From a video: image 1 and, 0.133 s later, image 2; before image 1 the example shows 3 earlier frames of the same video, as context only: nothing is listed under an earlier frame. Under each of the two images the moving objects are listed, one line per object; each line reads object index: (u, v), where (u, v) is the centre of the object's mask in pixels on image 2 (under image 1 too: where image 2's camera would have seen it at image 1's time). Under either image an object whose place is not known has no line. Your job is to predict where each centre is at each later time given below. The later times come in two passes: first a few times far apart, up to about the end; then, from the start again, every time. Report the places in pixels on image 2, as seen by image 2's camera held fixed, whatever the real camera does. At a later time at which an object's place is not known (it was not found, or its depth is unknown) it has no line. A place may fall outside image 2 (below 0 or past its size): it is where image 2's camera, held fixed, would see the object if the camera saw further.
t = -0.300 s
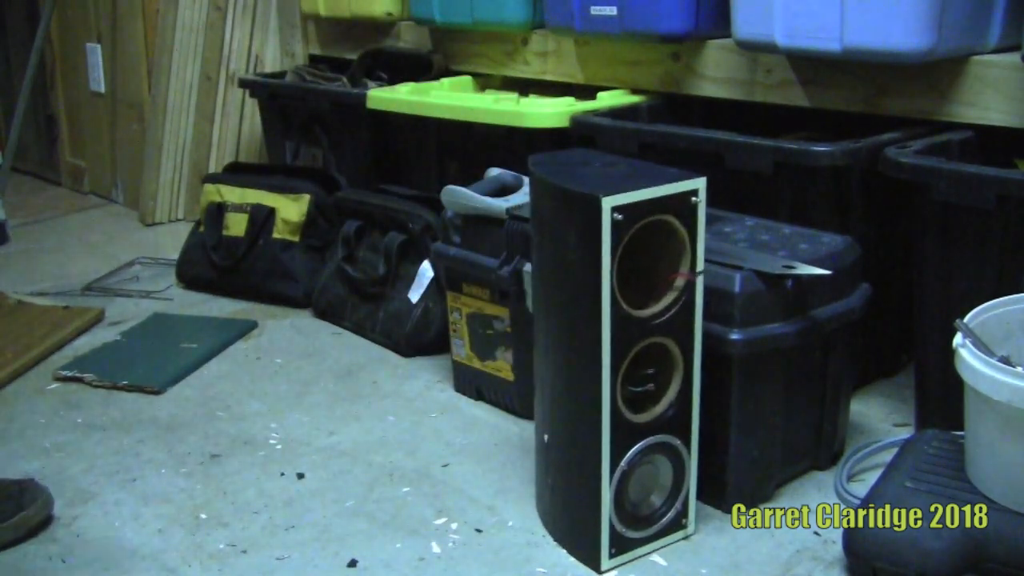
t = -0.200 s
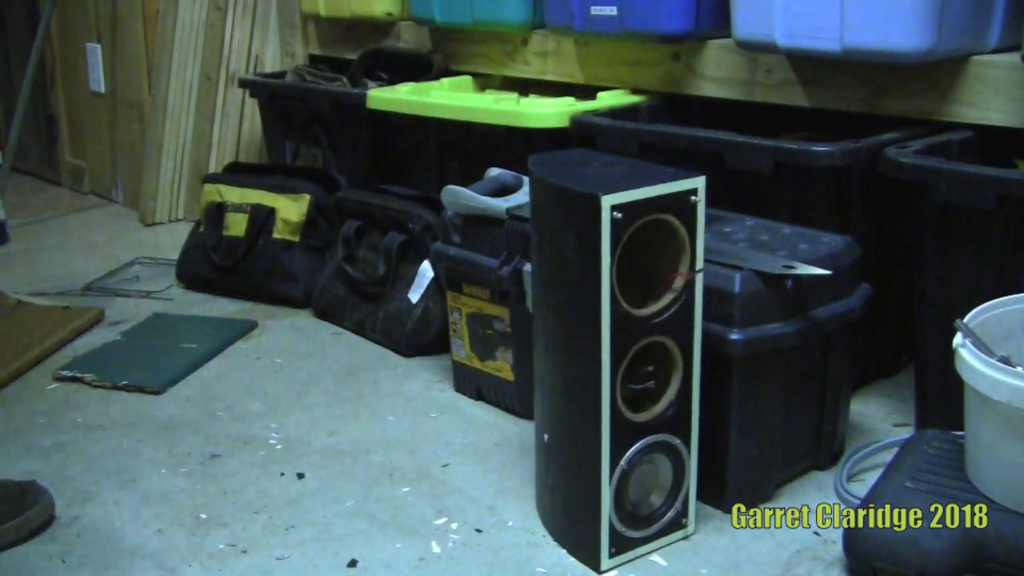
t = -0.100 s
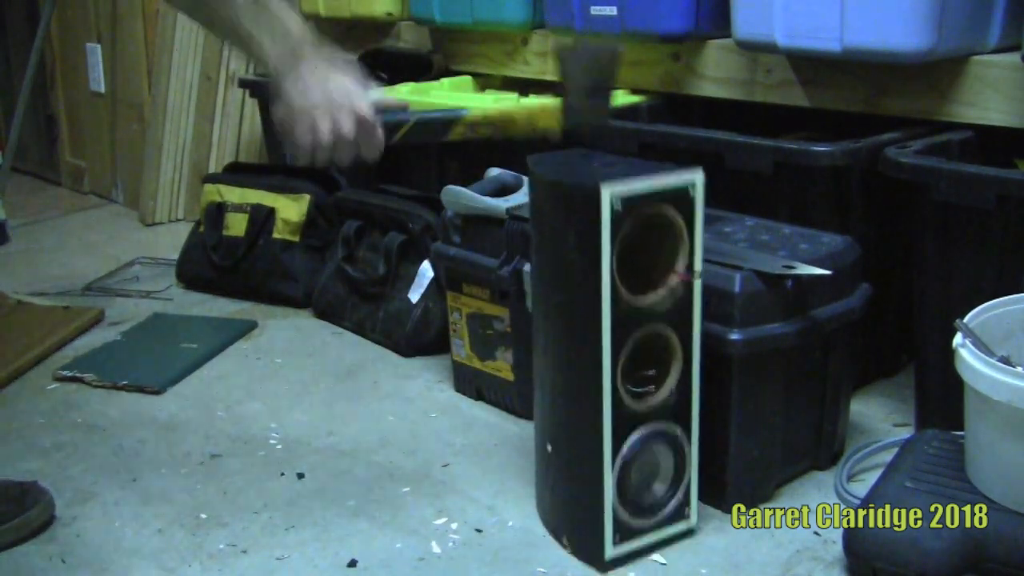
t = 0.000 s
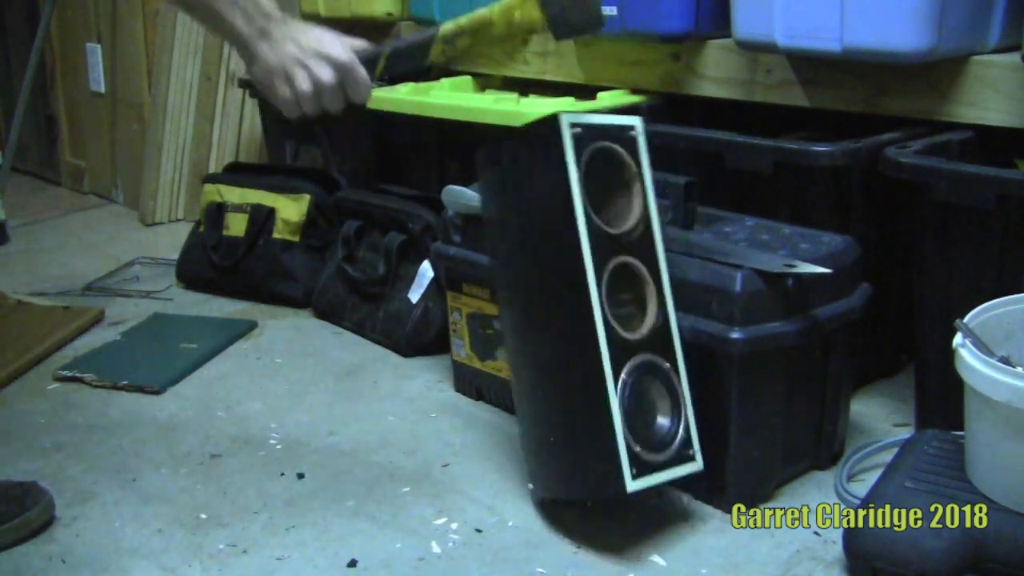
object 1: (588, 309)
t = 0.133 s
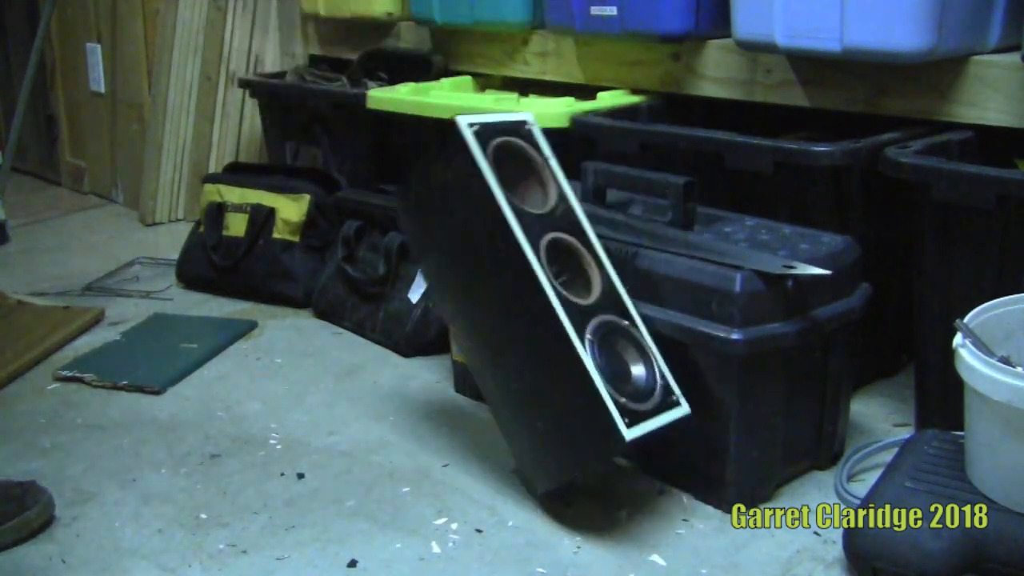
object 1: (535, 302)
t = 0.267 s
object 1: (467, 323)
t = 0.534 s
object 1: (329, 341)
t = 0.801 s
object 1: (263, 436)
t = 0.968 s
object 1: (259, 440)
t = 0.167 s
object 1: (519, 301)
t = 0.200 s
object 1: (502, 304)
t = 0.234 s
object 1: (485, 312)
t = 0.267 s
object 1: (467, 323)
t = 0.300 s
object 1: (444, 335)
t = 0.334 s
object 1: (423, 352)
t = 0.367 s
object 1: (407, 377)
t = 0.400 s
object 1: (390, 372)
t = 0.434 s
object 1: (375, 357)
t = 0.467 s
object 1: (359, 347)
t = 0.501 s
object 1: (345, 342)
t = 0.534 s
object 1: (329, 341)
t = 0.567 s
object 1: (315, 346)
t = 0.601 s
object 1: (304, 358)
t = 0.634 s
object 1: (300, 376)
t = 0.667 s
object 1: (288, 418)
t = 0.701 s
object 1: (281, 431)
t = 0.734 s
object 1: (274, 425)
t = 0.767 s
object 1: (269, 428)
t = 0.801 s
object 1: (263, 436)
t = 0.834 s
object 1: (261, 437)
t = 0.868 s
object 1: (260, 439)
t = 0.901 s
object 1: (260, 440)
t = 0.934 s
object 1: (259, 440)
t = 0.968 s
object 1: (259, 440)
